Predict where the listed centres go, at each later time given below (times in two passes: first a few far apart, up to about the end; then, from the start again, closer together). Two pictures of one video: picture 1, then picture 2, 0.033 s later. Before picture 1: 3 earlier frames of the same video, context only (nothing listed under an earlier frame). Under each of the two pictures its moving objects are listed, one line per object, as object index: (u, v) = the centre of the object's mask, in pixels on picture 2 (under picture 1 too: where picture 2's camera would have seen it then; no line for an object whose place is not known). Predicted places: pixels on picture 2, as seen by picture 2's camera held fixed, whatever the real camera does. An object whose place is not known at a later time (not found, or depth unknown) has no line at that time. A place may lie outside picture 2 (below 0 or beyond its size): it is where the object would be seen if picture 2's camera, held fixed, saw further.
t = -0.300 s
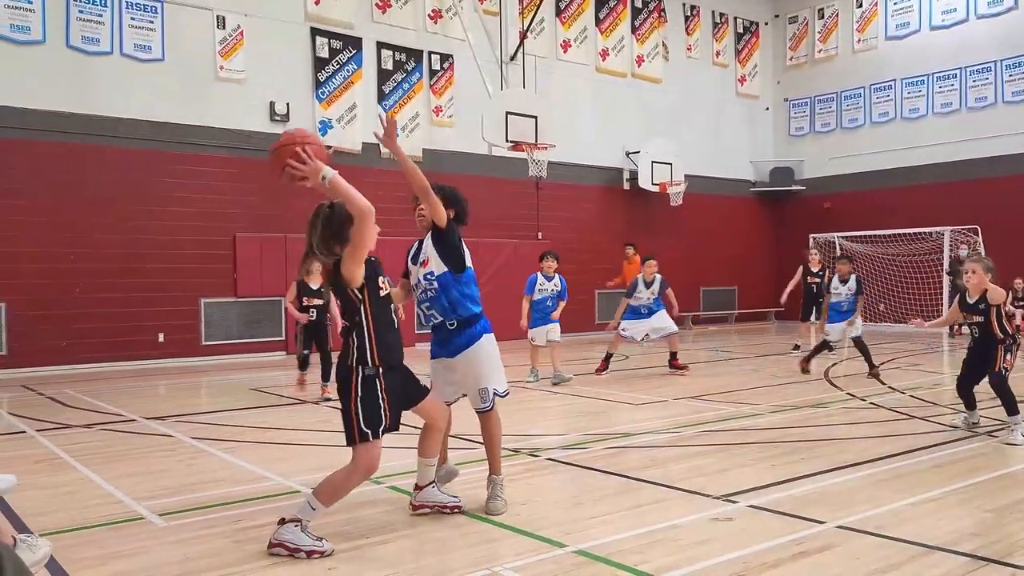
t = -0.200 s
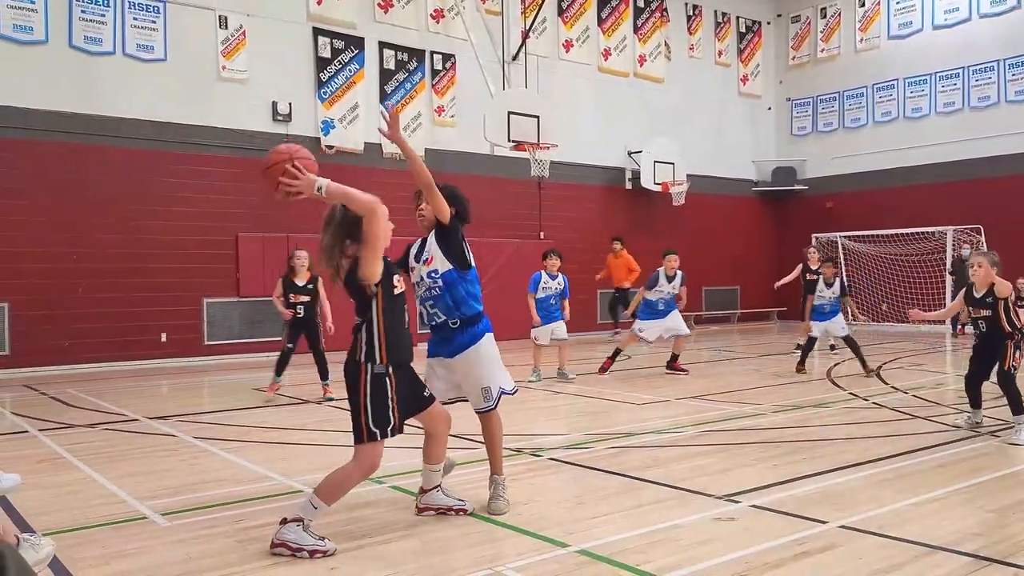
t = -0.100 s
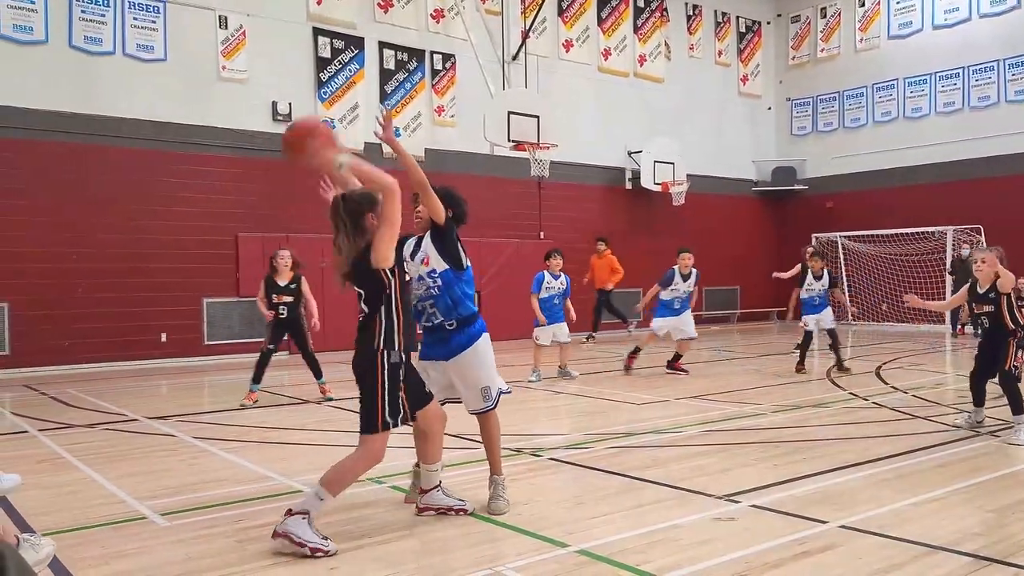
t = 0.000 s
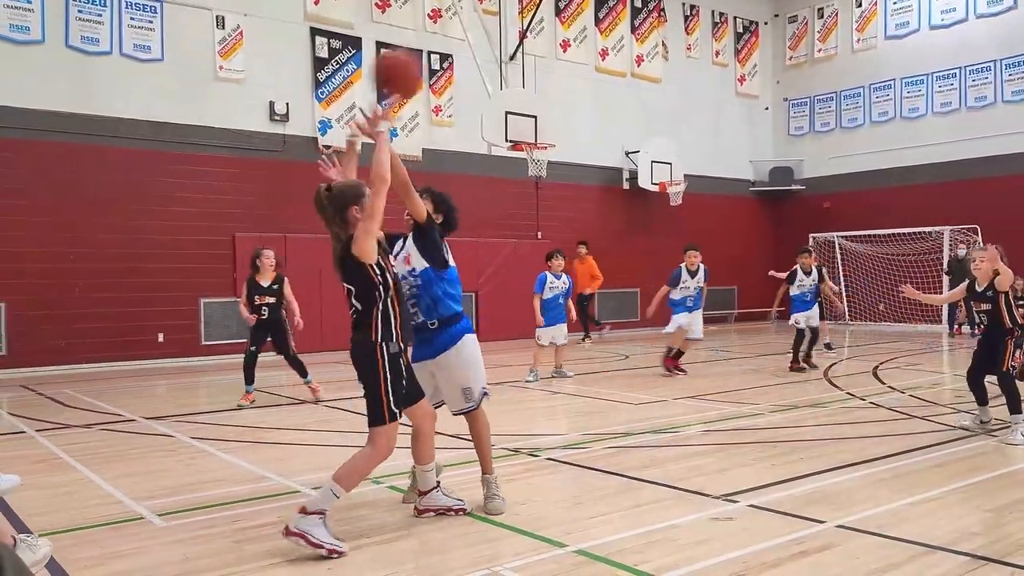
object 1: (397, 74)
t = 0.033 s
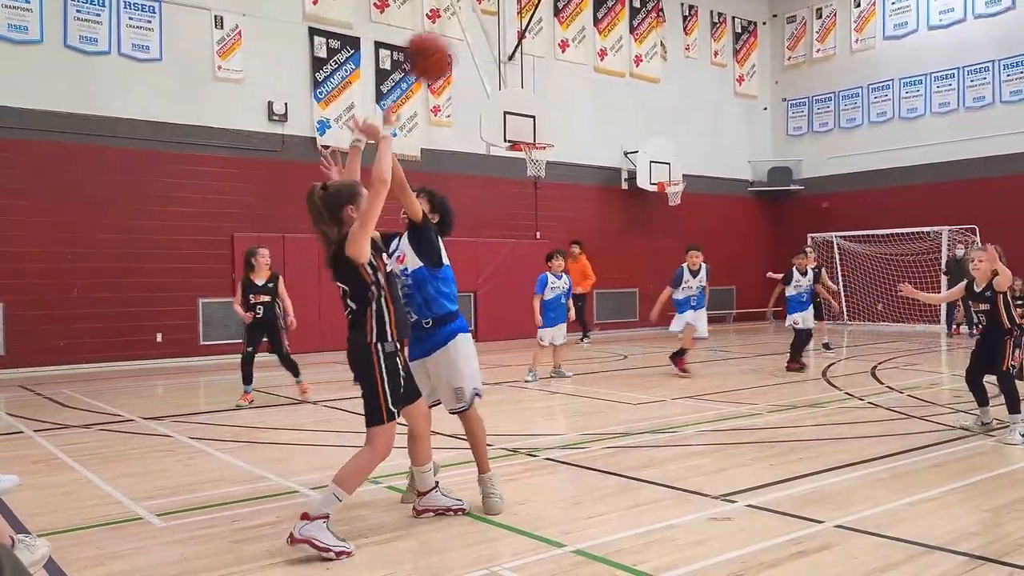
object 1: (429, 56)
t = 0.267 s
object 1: (622, 17)
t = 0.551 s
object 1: (805, 109)
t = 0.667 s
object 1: (869, 183)
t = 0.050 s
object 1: (444, 49)
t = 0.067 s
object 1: (459, 44)
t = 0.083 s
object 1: (474, 37)
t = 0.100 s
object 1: (488, 32)
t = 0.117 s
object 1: (501, 28)
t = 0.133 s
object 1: (516, 24)
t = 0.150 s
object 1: (530, 22)
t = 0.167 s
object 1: (543, 20)
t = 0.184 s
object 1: (557, 18)
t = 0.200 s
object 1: (571, 17)
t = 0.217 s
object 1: (583, 17)
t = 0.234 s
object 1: (597, 17)
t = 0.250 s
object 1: (609, 17)
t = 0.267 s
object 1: (622, 17)
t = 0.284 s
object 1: (634, 19)
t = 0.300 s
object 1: (645, 20)
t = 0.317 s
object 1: (658, 22)
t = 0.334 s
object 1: (668, 25)
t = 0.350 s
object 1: (680, 30)
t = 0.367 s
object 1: (691, 34)
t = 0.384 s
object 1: (703, 38)
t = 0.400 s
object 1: (714, 44)
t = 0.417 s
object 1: (725, 50)
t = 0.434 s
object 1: (737, 55)
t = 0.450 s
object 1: (746, 62)
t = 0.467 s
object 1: (756, 68)
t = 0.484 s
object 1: (766, 76)
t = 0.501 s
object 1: (776, 83)
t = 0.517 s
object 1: (787, 91)
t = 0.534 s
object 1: (796, 100)
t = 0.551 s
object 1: (805, 109)
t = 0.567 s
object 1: (816, 117)
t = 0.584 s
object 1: (824, 127)
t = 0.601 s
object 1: (833, 138)
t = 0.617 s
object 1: (842, 147)
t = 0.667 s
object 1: (869, 183)
